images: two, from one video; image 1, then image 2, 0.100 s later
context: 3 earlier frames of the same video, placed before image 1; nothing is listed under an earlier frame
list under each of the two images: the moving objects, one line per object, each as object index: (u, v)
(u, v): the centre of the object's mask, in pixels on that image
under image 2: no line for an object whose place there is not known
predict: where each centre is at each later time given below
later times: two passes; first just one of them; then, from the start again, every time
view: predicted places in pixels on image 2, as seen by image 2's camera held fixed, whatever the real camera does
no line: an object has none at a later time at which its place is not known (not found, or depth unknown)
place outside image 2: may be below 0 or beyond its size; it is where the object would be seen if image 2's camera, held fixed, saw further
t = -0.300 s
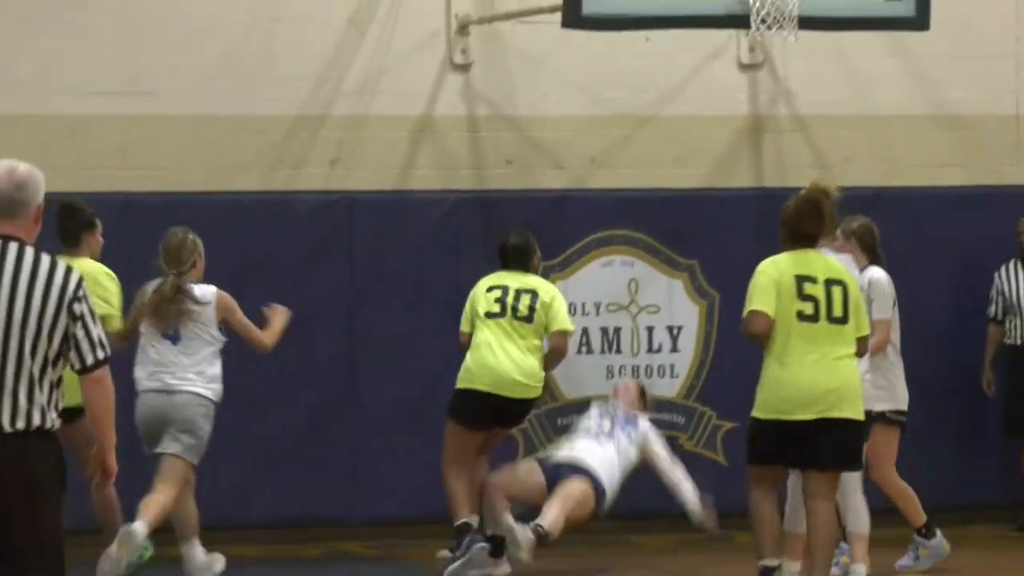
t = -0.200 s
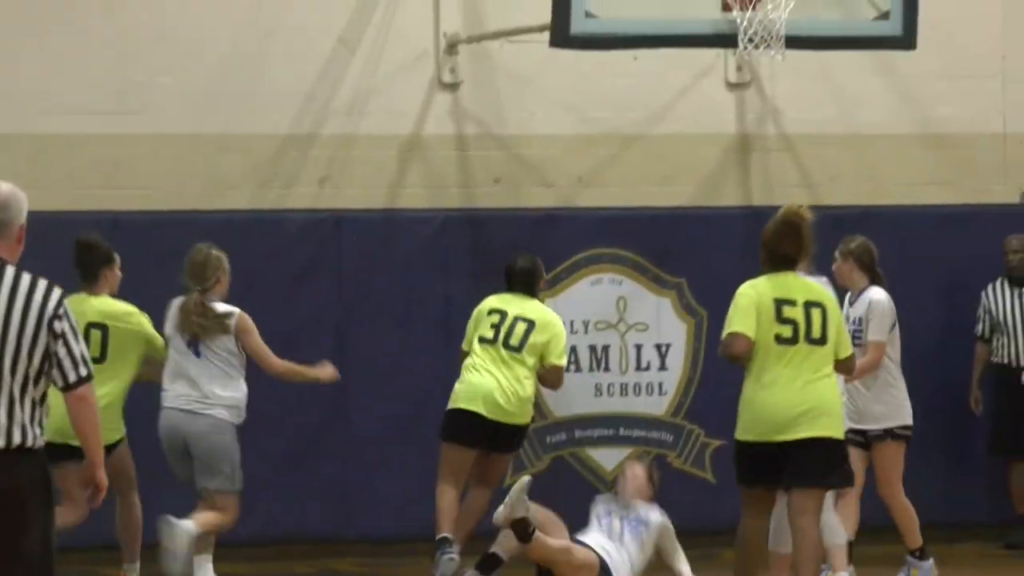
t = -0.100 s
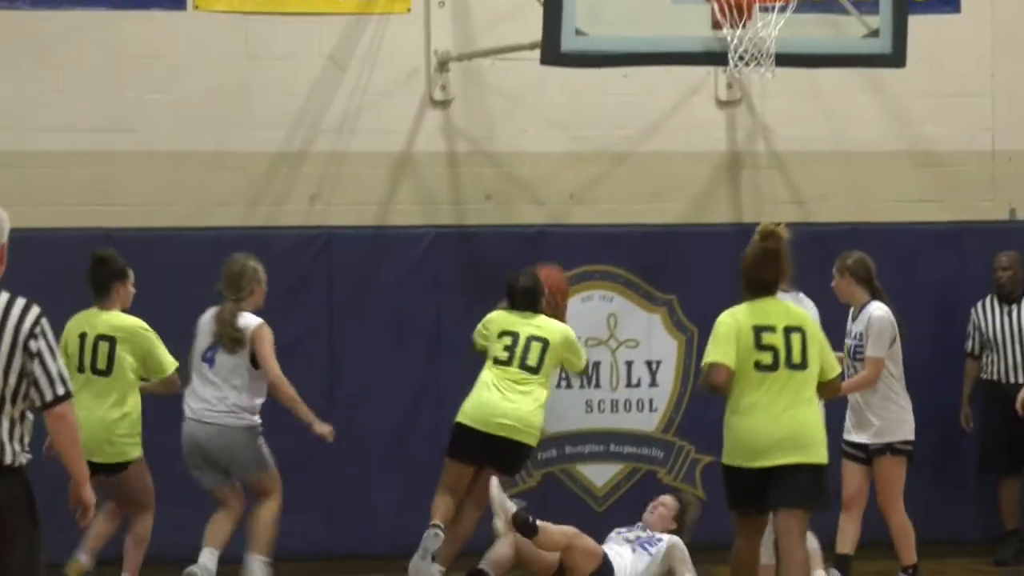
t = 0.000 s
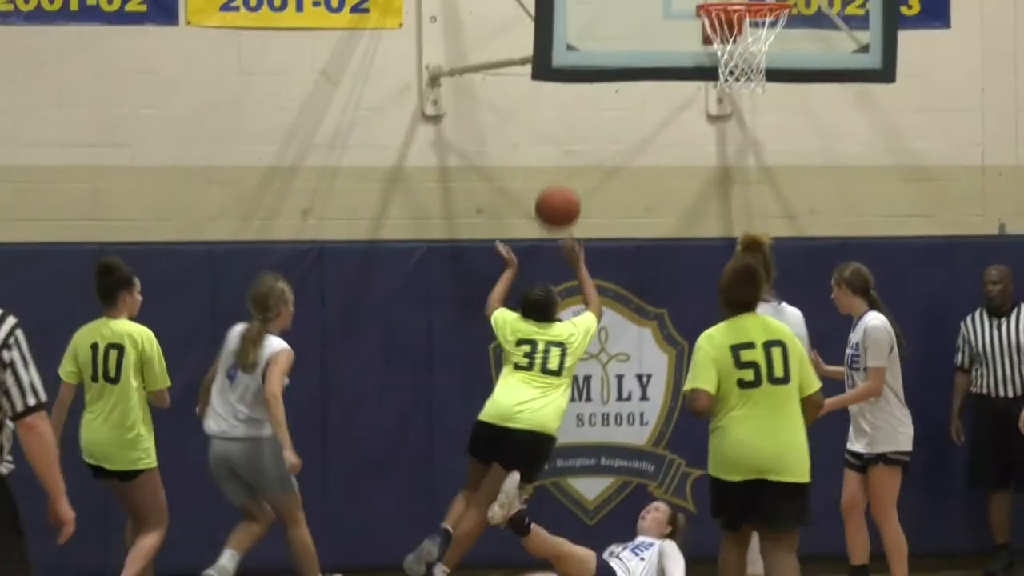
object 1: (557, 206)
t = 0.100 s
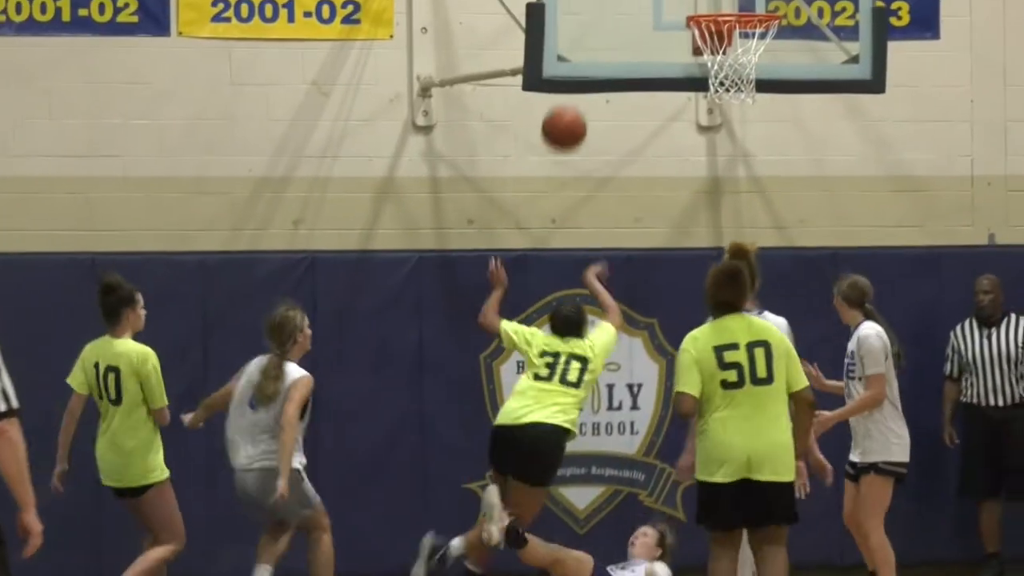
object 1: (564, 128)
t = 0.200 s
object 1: (580, 58)
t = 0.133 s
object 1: (569, 102)
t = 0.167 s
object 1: (574, 80)
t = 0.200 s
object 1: (580, 58)
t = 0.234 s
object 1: (585, 39)
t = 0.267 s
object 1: (590, 22)
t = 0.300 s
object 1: (596, 10)
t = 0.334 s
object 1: (601, 2)
